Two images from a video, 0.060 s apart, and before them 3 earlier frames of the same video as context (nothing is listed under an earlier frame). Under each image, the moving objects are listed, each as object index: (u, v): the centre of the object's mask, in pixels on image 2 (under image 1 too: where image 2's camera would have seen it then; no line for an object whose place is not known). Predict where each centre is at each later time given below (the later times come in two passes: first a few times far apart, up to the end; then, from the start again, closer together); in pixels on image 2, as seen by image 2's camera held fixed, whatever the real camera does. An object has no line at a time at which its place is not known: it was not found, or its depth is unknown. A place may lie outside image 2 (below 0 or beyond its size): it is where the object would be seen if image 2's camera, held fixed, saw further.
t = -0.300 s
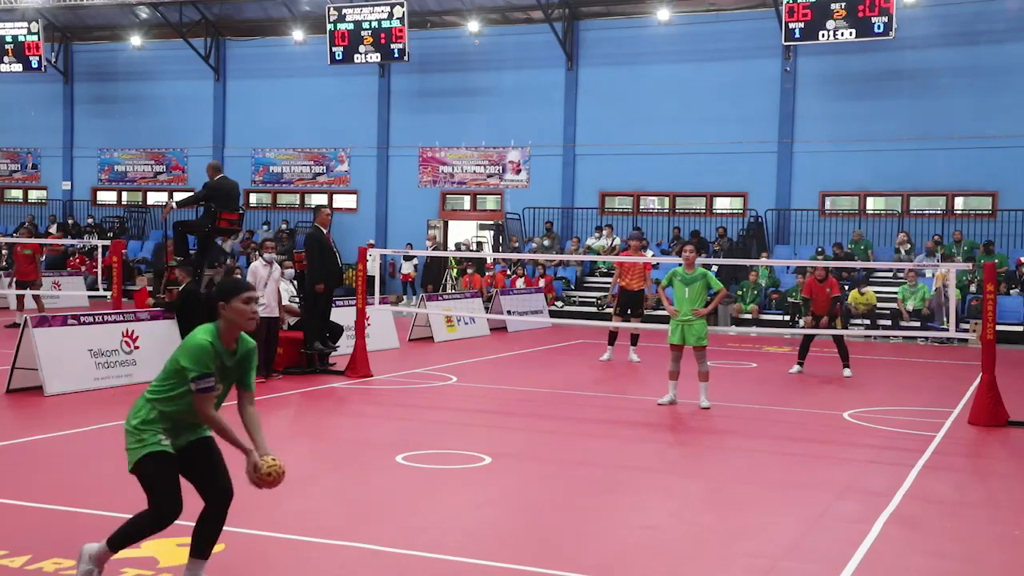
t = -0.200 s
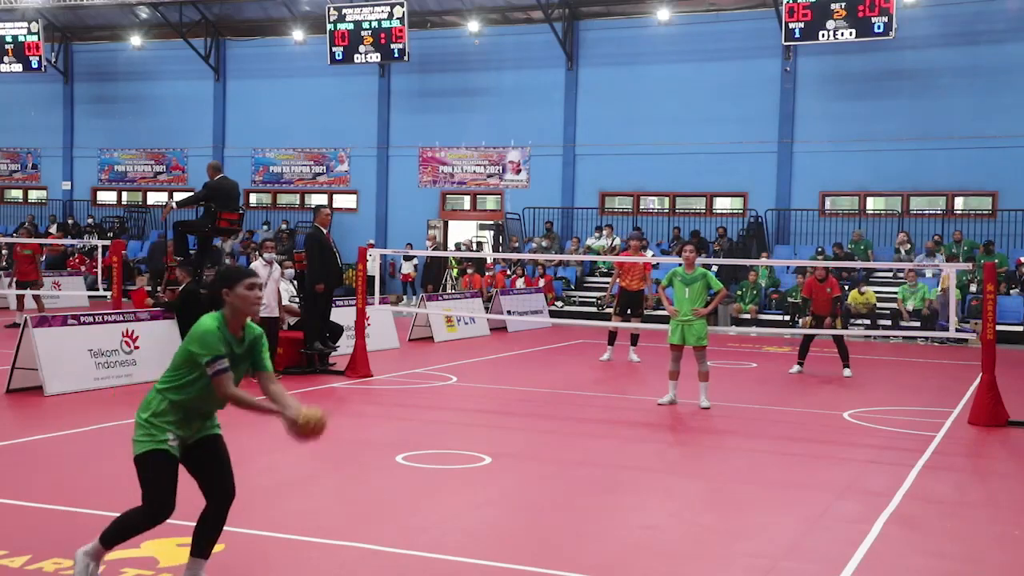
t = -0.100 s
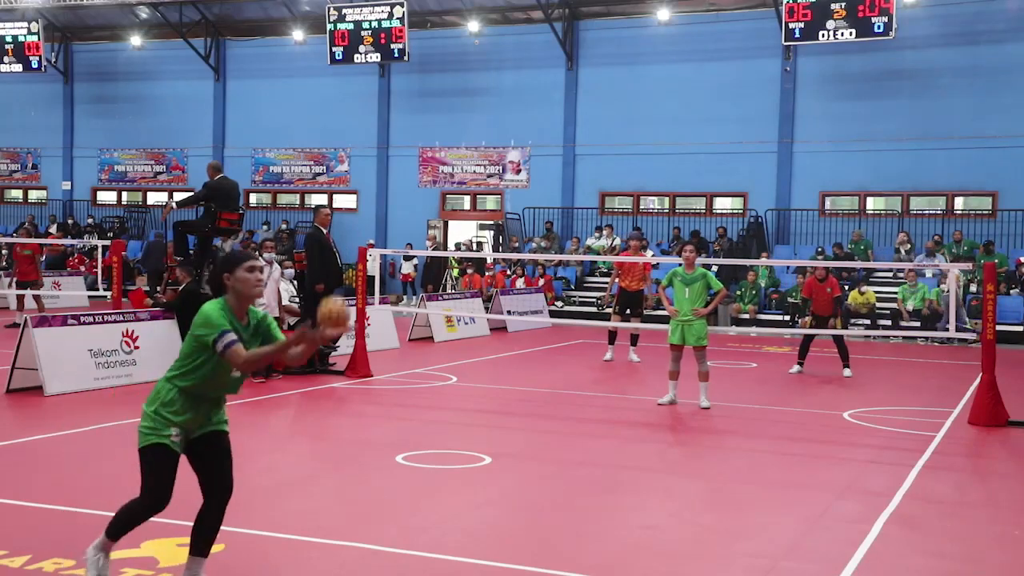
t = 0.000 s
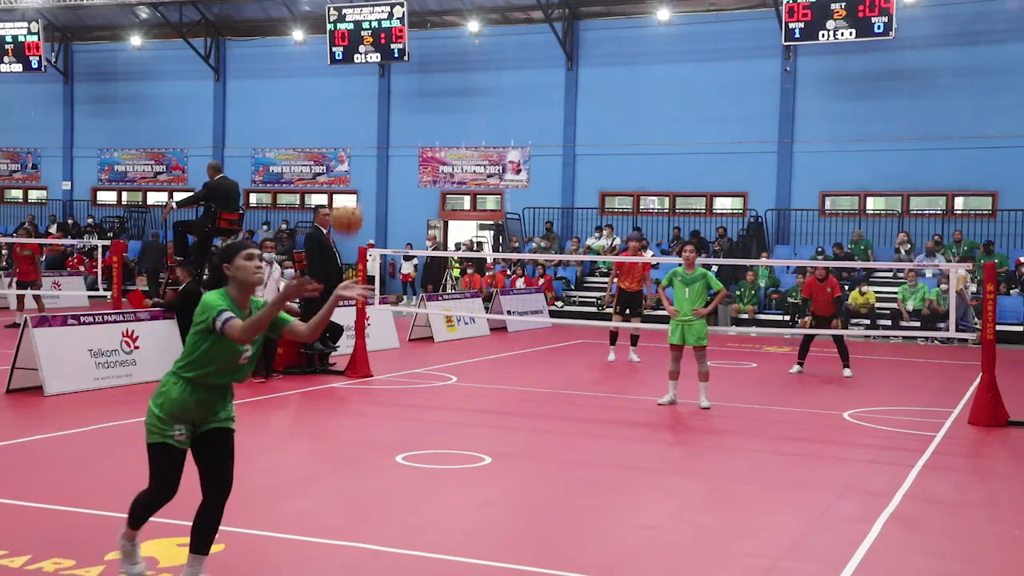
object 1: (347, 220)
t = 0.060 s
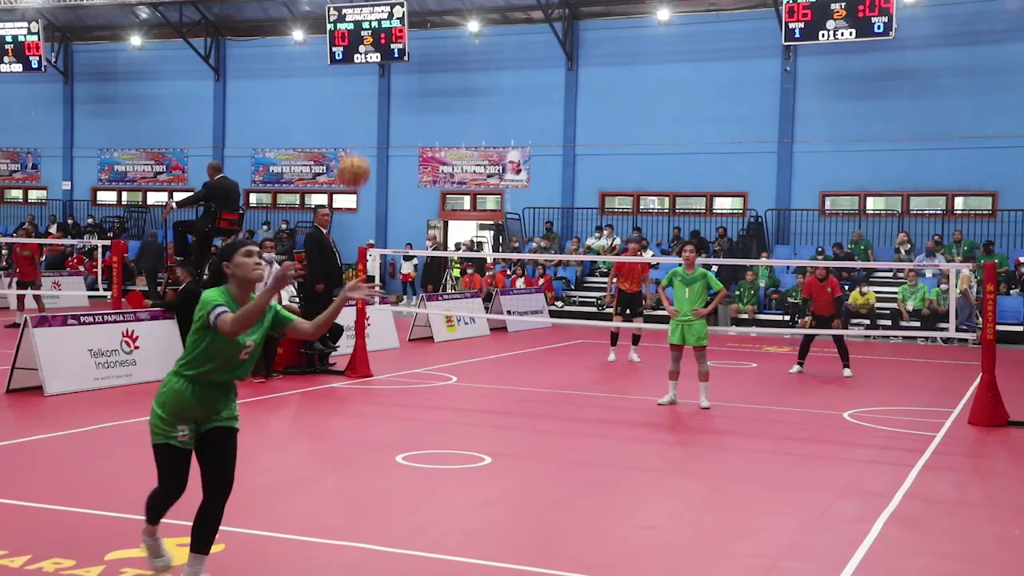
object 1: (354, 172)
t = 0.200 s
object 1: (368, 94)
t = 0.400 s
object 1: (388, 64)
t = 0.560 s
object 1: (401, 109)
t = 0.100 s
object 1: (358, 144)
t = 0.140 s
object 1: (362, 121)
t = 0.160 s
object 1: (364, 111)
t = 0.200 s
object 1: (368, 94)
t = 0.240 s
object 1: (373, 80)
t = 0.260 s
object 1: (375, 75)
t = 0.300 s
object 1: (379, 66)
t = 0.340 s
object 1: (382, 62)
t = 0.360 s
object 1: (385, 62)
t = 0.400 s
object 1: (388, 64)
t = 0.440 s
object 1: (392, 69)
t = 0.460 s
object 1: (393, 74)
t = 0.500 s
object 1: (397, 85)
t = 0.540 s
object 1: (400, 100)
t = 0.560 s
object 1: (401, 109)
